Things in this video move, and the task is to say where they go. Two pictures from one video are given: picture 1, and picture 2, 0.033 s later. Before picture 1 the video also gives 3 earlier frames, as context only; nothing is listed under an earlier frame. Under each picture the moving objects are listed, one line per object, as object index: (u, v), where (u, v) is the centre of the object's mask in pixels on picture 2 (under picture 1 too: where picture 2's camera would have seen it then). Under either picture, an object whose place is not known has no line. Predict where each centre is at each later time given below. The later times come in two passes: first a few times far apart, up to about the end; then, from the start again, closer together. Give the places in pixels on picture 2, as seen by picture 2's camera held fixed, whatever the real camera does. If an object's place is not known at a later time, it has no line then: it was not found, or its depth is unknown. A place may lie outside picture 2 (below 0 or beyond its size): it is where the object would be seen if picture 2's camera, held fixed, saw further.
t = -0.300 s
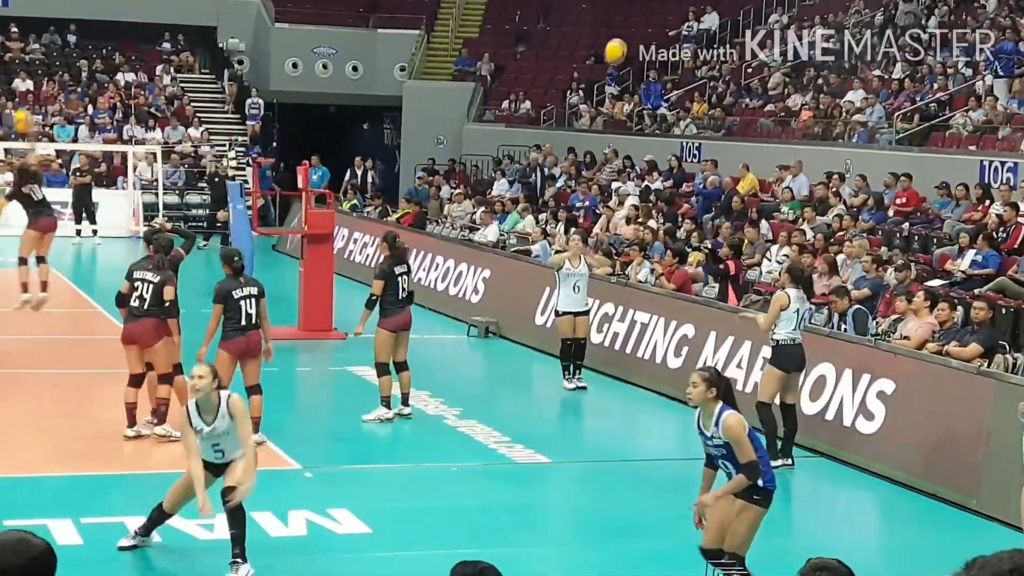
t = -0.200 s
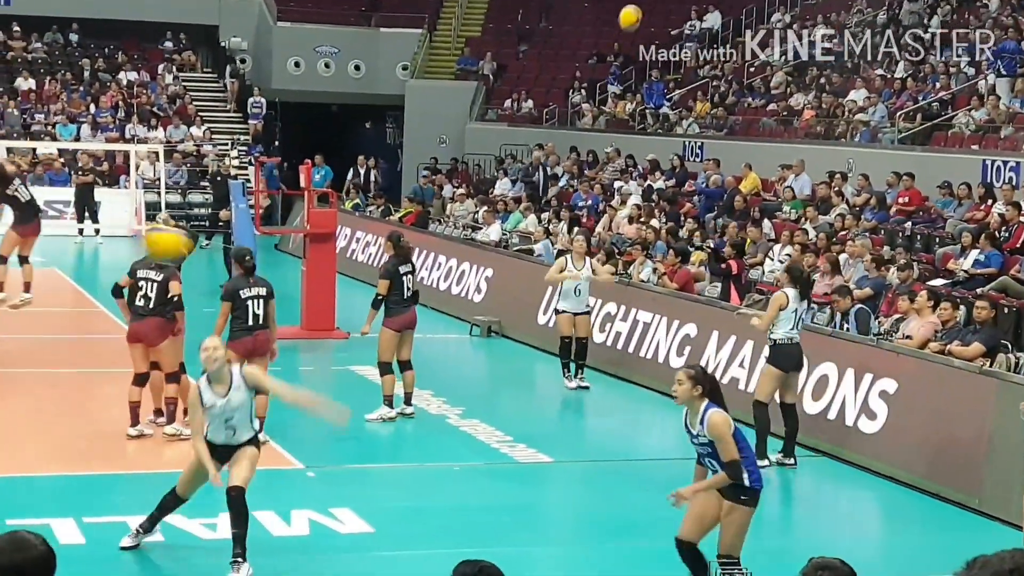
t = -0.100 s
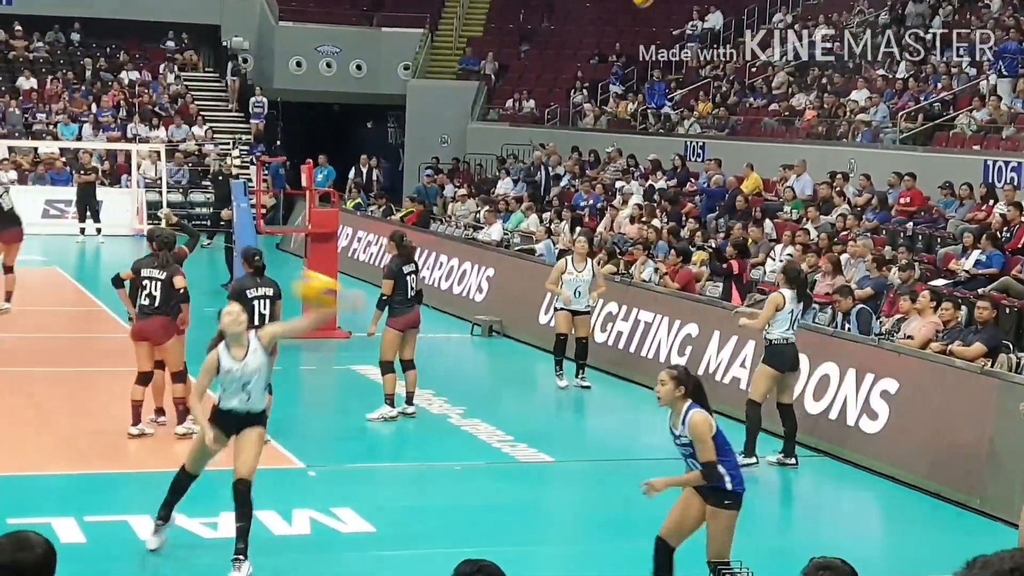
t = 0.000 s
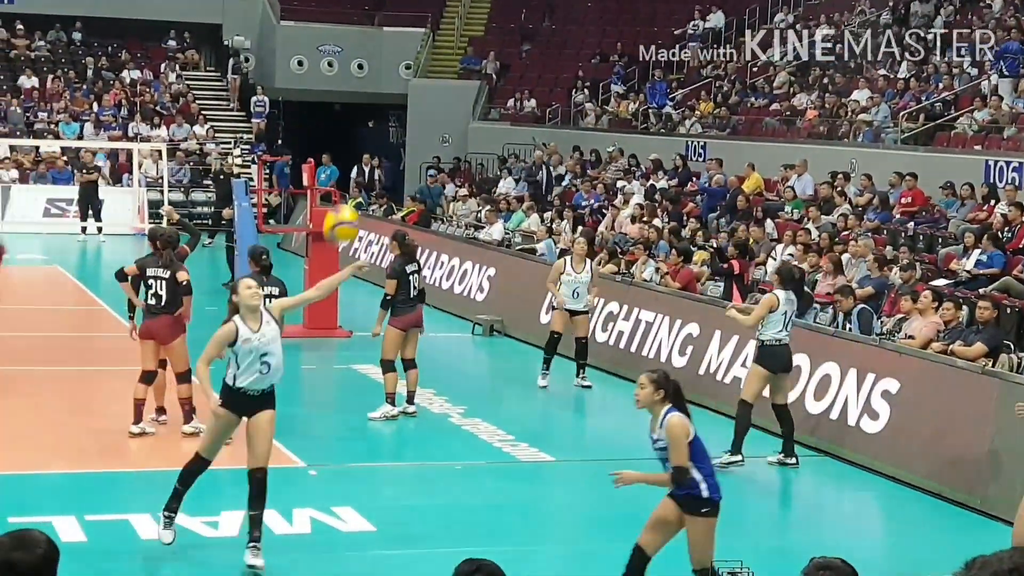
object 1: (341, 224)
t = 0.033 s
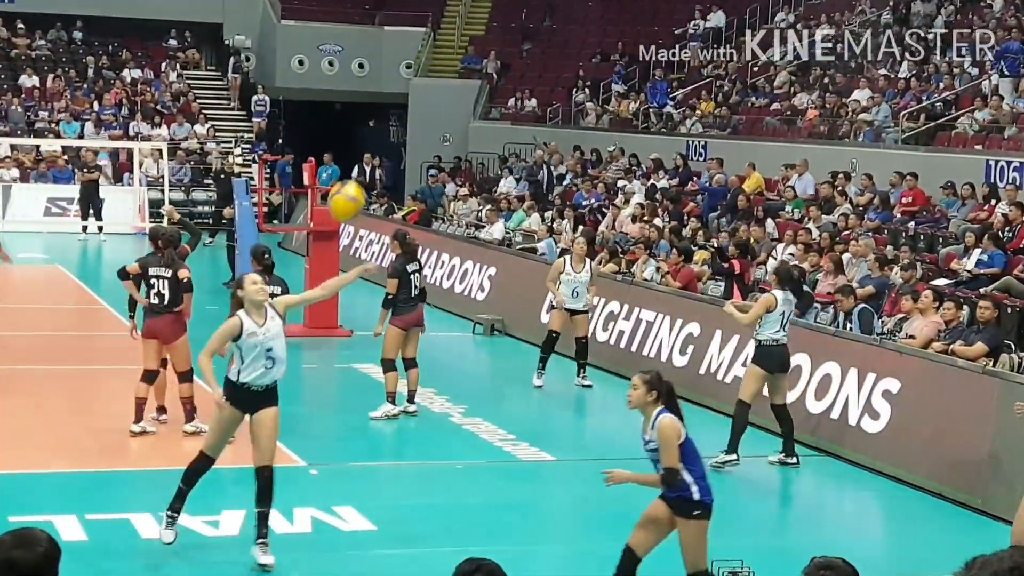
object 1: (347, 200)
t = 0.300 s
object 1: (380, 72)
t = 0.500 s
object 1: (412, 53)
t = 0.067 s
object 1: (350, 179)
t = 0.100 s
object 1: (353, 160)
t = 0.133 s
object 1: (357, 141)
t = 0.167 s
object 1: (362, 124)
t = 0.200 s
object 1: (366, 109)
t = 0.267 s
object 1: (375, 82)
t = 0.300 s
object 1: (380, 72)
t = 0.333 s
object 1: (384, 63)
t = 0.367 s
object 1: (390, 55)
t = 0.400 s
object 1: (396, 52)
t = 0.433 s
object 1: (401, 51)
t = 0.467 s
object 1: (406, 51)
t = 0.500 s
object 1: (412, 53)
